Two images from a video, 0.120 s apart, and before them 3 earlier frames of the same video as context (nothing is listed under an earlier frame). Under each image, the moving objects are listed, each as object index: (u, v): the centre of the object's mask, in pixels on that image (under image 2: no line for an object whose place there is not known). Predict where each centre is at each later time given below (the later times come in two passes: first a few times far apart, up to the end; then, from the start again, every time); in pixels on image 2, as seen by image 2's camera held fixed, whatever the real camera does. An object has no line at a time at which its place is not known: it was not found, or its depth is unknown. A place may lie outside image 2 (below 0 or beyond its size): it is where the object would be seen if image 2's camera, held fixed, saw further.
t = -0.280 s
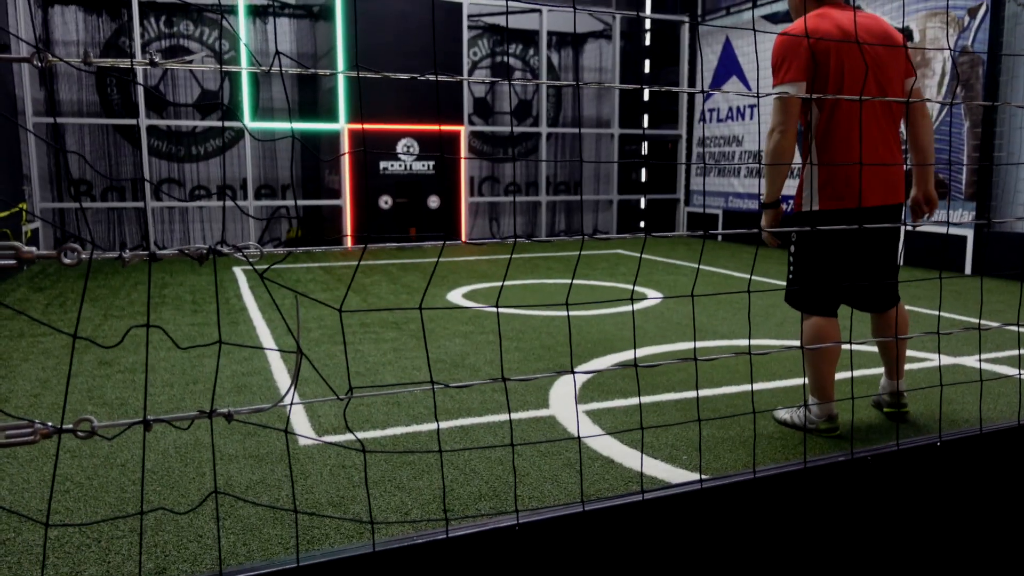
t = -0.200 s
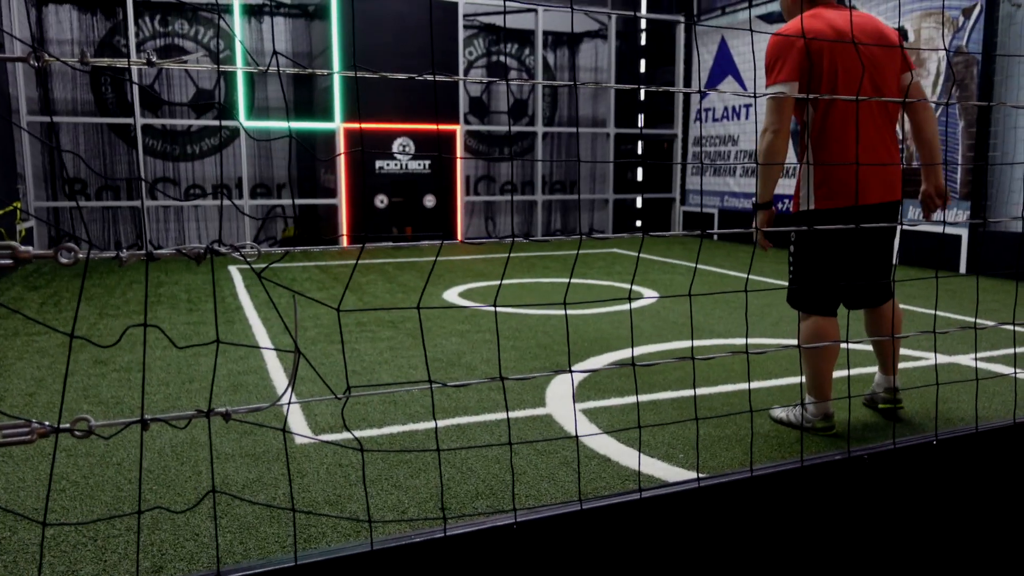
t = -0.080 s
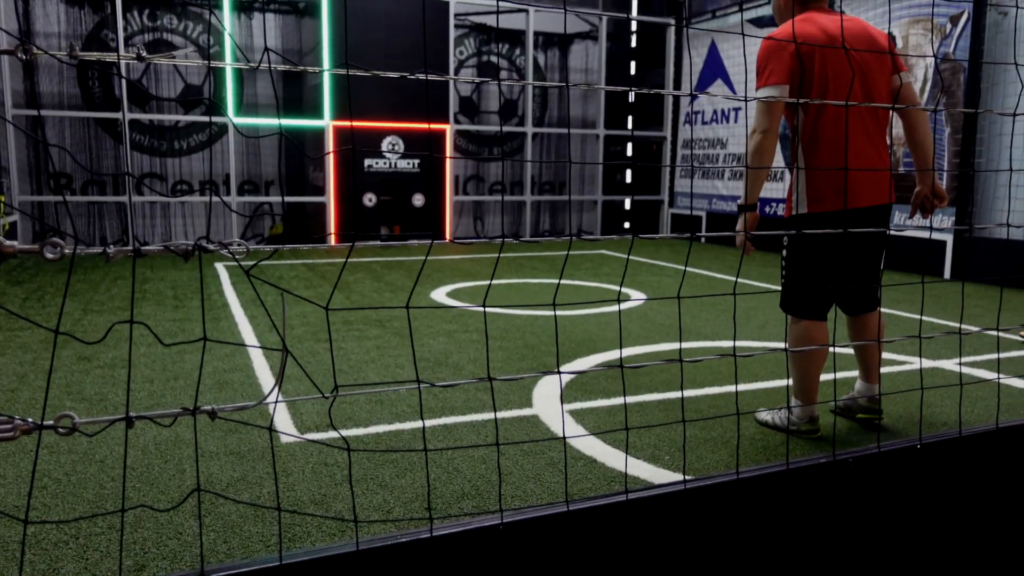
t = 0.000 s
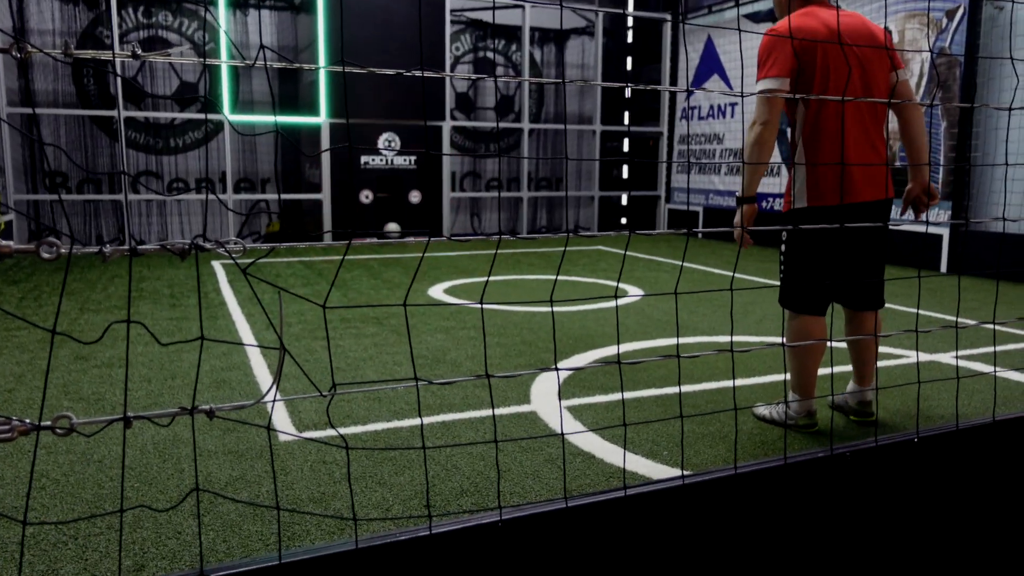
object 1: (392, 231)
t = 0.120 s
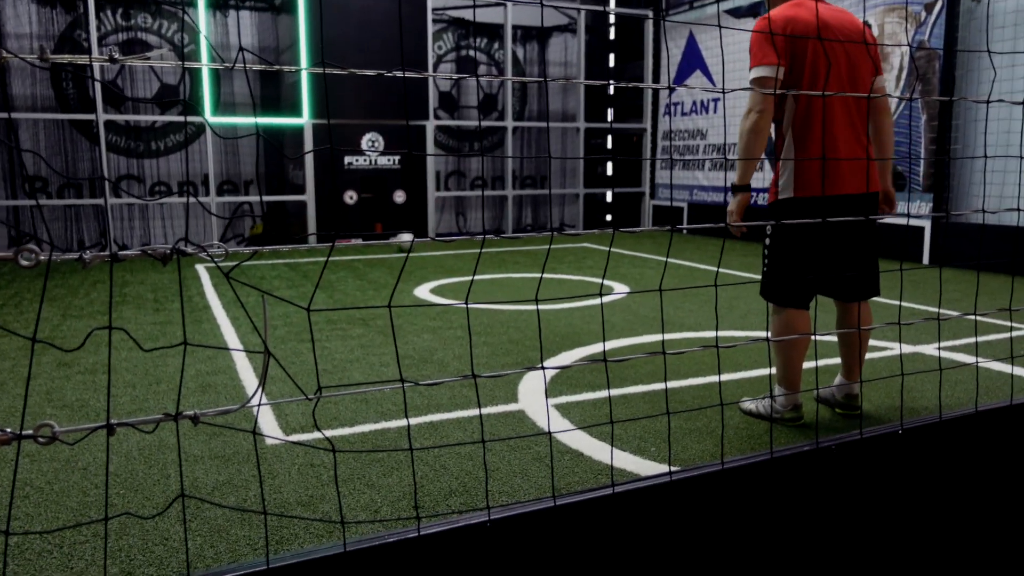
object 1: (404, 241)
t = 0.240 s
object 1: (436, 251)
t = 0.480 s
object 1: (510, 274)
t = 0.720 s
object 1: (603, 299)
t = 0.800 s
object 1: (641, 307)
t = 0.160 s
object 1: (415, 244)
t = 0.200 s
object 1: (426, 250)
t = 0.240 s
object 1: (436, 251)
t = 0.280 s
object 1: (447, 254)
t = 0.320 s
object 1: (460, 258)
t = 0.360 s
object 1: (472, 262)
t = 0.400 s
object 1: (485, 265)
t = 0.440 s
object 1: (497, 270)
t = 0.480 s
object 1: (510, 274)
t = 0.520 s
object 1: (524, 278)
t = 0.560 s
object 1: (538, 282)
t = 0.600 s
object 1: (553, 284)
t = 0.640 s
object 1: (568, 289)
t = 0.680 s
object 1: (585, 297)
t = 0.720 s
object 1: (603, 299)
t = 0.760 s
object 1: (621, 302)
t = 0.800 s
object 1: (641, 307)
